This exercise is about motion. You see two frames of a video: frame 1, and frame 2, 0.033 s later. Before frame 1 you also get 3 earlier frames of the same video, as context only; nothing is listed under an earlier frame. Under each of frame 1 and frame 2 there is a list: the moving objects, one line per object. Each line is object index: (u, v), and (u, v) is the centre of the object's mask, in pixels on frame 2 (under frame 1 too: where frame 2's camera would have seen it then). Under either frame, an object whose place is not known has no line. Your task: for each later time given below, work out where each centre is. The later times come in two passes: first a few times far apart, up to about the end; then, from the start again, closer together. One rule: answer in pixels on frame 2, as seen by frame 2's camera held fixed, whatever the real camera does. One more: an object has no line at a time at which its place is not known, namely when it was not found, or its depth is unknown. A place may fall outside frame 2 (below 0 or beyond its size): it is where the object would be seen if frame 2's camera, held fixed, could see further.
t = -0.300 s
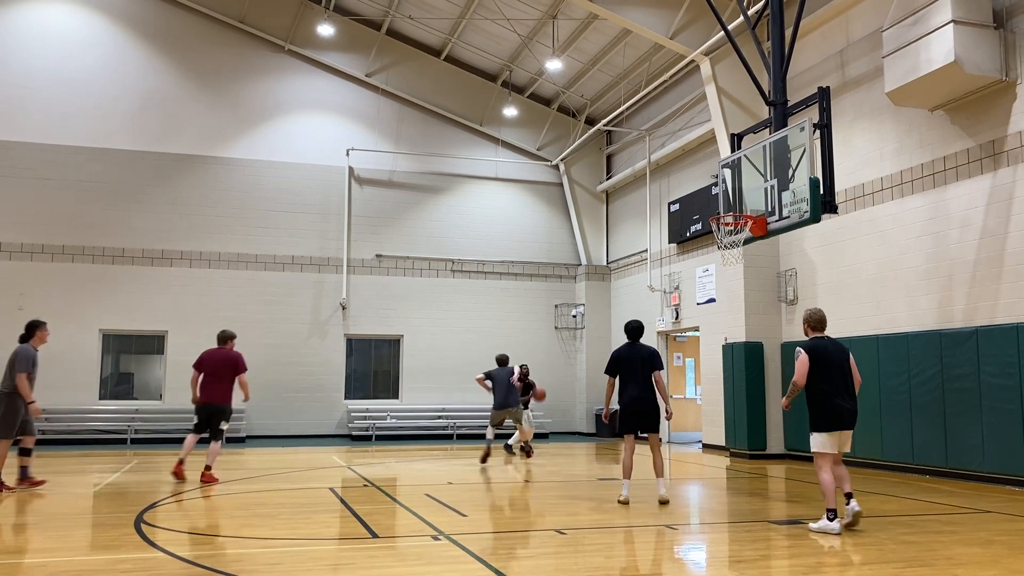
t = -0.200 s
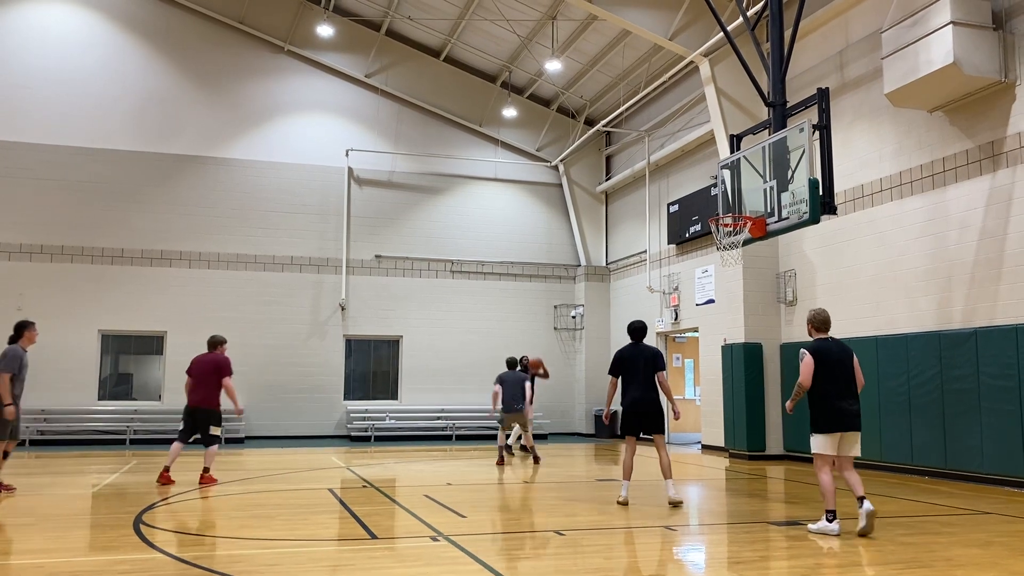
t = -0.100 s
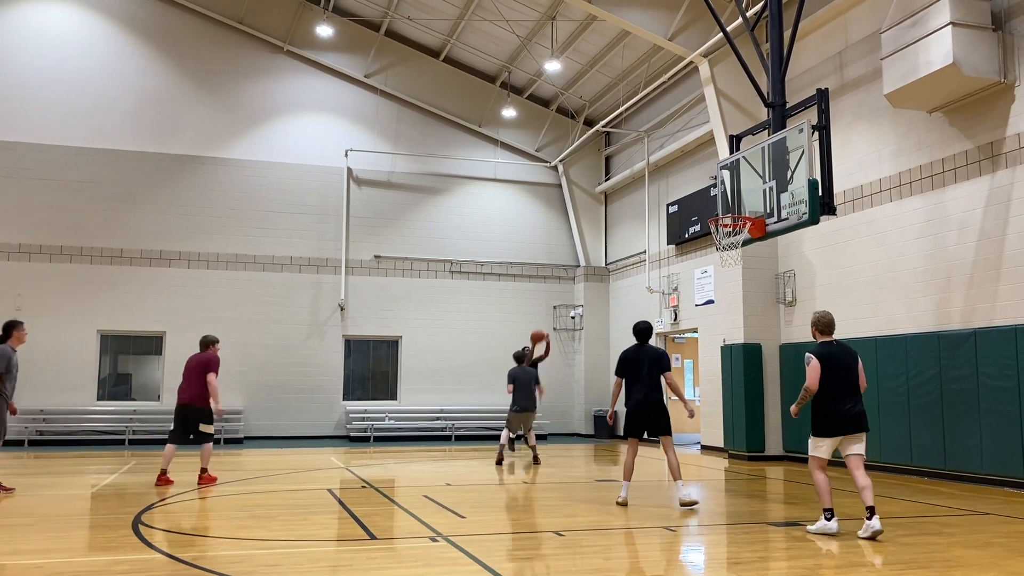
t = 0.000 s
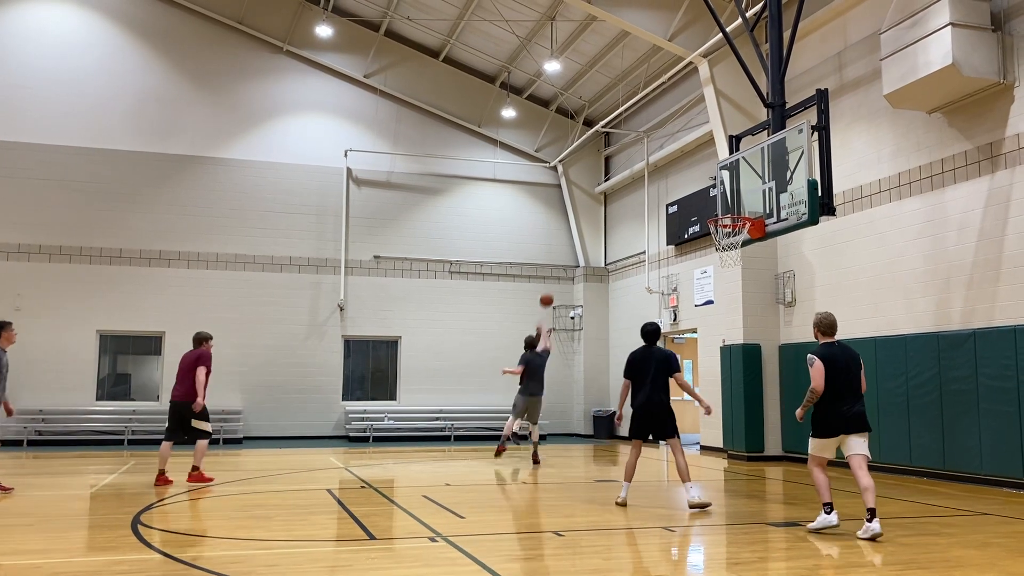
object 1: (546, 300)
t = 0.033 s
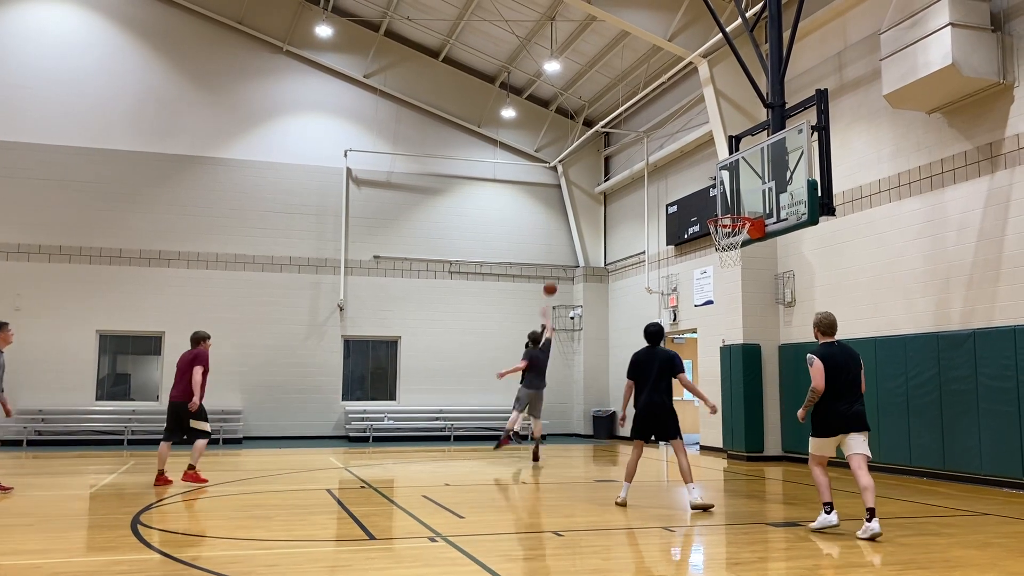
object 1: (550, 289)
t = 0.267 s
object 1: (579, 219)
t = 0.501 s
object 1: (612, 175)
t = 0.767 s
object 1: (657, 165)
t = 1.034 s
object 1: (715, 206)
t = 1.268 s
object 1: (728, 187)
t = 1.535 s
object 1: (703, 163)
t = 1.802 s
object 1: (679, 199)
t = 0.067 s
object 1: (553, 278)
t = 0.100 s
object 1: (558, 266)
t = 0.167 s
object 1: (566, 246)
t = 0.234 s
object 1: (575, 228)
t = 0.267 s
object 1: (579, 219)
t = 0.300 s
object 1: (583, 211)
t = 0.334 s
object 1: (587, 204)
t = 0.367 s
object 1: (592, 198)
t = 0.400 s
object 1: (597, 192)
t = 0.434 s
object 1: (602, 186)
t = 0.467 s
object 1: (607, 180)
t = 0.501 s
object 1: (612, 175)
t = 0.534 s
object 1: (618, 172)
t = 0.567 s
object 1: (623, 169)
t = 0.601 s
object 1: (628, 166)
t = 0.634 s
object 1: (634, 164)
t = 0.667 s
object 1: (639, 163)
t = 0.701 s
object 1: (645, 163)
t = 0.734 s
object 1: (651, 163)
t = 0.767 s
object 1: (657, 165)
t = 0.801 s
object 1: (664, 167)
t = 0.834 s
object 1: (670, 169)
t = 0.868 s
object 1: (677, 173)
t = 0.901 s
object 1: (684, 178)
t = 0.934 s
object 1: (691, 183)
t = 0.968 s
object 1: (699, 190)
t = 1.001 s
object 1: (708, 198)
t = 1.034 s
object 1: (715, 206)
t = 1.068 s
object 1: (722, 211)
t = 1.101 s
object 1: (729, 210)
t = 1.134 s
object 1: (734, 210)
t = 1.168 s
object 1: (738, 209)
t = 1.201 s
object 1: (735, 202)
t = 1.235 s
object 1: (731, 194)
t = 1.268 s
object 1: (728, 187)
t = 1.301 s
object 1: (724, 180)
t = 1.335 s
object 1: (721, 175)
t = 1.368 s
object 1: (718, 171)
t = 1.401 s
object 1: (715, 167)
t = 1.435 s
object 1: (712, 165)
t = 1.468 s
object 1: (709, 163)
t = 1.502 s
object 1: (706, 163)
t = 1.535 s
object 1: (703, 163)
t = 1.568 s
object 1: (700, 164)
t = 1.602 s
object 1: (697, 166)
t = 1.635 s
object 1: (694, 169)
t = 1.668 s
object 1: (691, 173)
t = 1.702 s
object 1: (688, 178)
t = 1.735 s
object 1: (685, 184)
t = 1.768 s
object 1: (682, 191)
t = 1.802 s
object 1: (679, 199)
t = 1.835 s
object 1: (676, 208)
